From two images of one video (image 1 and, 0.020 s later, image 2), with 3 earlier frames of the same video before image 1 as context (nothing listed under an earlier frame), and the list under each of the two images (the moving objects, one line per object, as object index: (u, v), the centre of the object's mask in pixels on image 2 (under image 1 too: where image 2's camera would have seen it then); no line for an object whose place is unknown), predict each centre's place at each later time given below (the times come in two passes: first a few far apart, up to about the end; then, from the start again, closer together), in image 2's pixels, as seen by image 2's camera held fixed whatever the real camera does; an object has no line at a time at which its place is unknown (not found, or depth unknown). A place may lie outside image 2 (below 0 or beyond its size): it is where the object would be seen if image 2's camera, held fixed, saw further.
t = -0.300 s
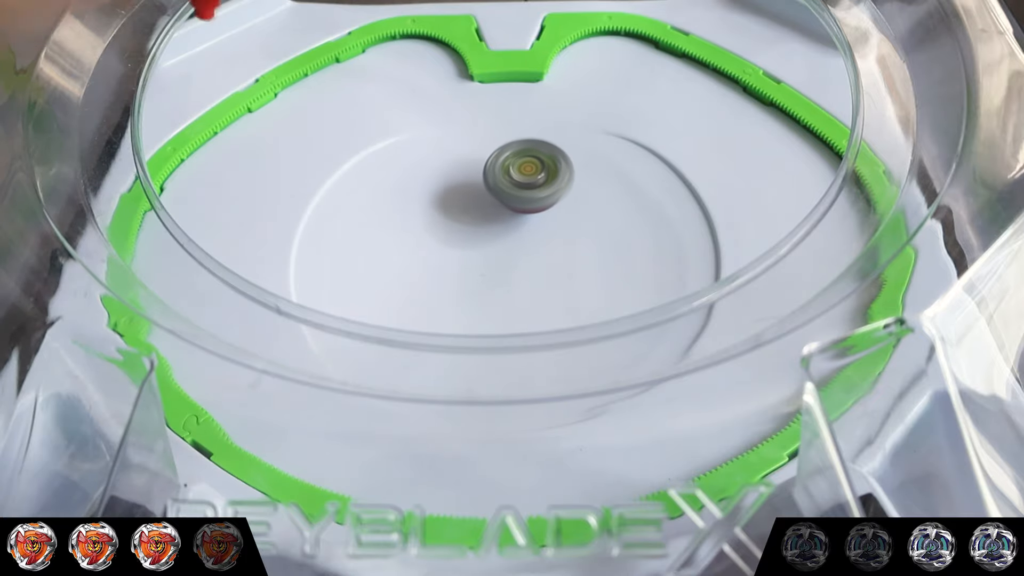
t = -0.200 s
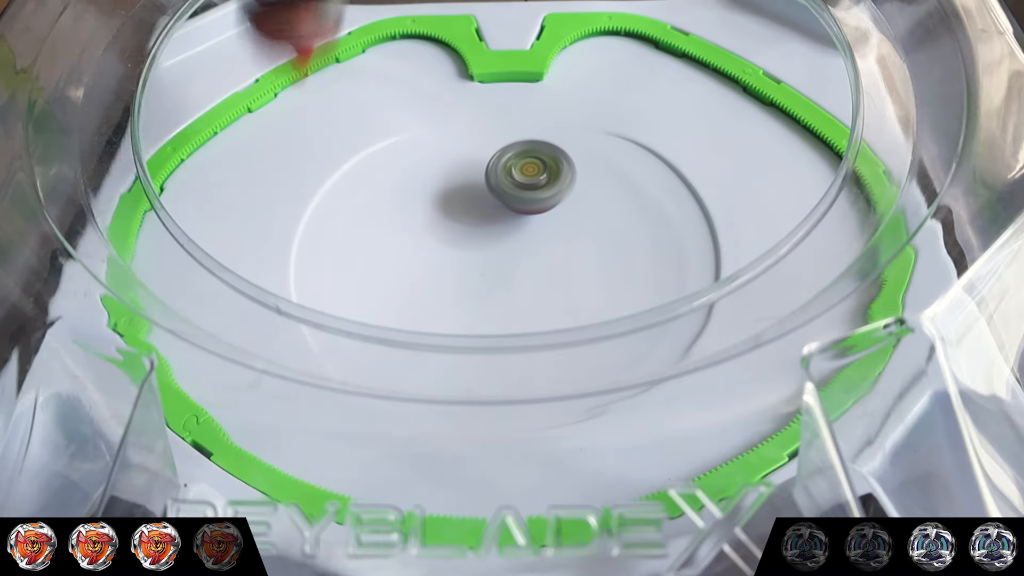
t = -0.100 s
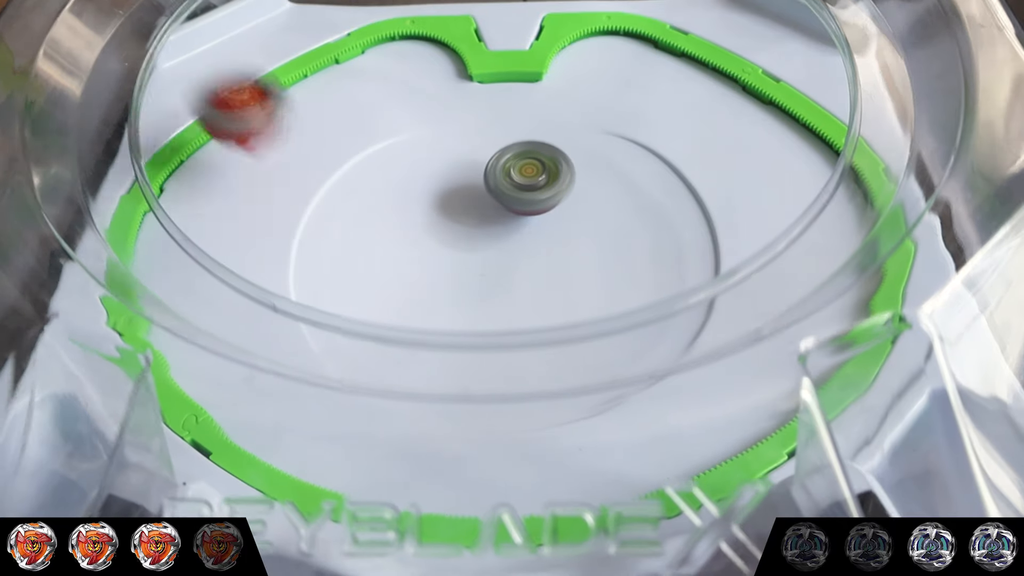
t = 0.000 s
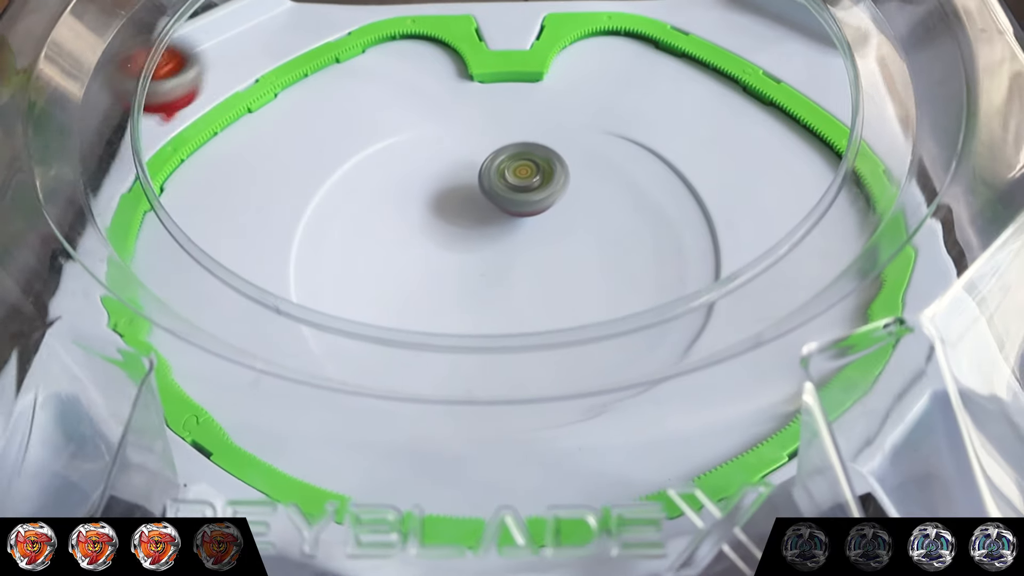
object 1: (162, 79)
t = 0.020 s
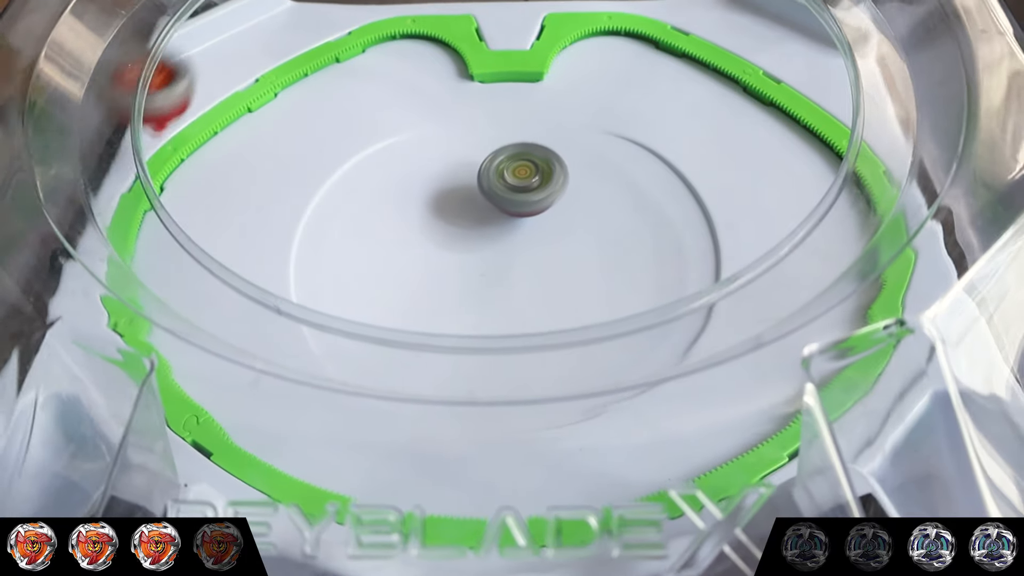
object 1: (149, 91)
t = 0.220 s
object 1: (166, 174)
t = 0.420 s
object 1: (227, 195)
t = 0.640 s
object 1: (350, 214)
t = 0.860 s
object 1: (37, 299)
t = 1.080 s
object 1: (333, 372)
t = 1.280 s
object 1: (629, 250)
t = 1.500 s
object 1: (623, 45)
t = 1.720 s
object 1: (474, 216)
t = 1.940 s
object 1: (391, 364)
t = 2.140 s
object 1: (358, 323)
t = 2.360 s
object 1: (501, 153)
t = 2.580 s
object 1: (300, 130)
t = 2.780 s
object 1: (268, 360)
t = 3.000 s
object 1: (428, 373)
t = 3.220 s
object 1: (631, 164)
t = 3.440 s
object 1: (586, 36)
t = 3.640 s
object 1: (639, 324)
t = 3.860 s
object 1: (850, 291)
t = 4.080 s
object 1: (626, 34)
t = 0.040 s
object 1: (144, 108)
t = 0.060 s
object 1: (142, 131)
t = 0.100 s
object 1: (127, 135)
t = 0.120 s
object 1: (129, 139)
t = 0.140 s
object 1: (142, 142)
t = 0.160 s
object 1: (143, 147)
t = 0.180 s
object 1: (149, 154)
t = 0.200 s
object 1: (161, 170)
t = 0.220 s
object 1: (166, 174)
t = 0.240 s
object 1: (172, 180)
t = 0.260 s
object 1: (177, 184)
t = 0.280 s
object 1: (189, 185)
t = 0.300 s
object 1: (193, 187)
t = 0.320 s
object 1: (198, 189)
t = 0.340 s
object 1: (201, 190)
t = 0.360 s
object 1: (205, 191)
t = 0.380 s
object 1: (211, 192)
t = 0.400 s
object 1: (220, 194)
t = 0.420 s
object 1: (227, 195)
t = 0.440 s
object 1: (234, 194)
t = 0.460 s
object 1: (243, 194)
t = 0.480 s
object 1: (253, 194)
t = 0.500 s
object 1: (263, 194)
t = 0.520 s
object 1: (274, 194)
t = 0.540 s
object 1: (283, 194)
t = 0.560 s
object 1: (294, 195)
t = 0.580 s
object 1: (306, 199)
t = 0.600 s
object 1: (319, 203)
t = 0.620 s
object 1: (334, 208)
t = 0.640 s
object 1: (350, 214)
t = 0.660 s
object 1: (366, 221)
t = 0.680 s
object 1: (384, 228)
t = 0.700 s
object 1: (407, 237)
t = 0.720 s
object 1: (431, 243)
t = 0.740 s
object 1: (390, 255)
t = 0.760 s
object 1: (320, 265)
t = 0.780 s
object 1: (265, 263)
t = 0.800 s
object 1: (199, 273)
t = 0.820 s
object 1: (130, 288)
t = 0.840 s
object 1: (72, 298)
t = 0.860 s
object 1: (37, 299)
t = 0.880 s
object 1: (40, 299)
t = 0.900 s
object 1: (53, 296)
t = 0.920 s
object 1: (84, 309)
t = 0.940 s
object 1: (112, 325)
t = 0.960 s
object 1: (149, 333)
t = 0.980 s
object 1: (178, 342)
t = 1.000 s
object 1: (205, 356)
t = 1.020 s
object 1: (237, 371)
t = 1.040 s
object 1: (270, 372)
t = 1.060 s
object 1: (303, 372)
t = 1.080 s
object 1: (333, 372)
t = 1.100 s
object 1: (368, 371)
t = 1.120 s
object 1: (396, 365)
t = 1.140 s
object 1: (433, 358)
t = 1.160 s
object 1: (466, 349)
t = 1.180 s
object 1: (498, 342)
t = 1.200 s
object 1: (529, 325)
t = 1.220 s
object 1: (559, 305)
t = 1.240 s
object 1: (585, 289)
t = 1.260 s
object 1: (611, 271)
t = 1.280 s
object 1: (629, 250)
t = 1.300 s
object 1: (644, 227)
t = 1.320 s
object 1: (655, 206)
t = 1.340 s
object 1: (663, 185)
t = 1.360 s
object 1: (668, 161)
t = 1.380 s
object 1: (668, 139)
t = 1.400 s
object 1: (666, 119)
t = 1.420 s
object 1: (661, 99)
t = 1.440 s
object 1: (652, 85)
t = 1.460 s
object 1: (643, 74)
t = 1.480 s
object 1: (633, 58)
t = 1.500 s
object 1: (623, 45)
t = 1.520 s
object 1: (612, 30)
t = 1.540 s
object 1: (598, 21)
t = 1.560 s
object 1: (587, 22)
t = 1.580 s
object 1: (574, 33)
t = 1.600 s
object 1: (562, 56)
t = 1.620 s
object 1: (549, 83)
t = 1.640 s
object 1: (534, 115)
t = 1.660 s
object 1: (521, 139)
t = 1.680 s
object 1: (506, 164)
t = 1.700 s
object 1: (491, 191)
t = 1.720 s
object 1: (474, 216)
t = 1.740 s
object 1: (456, 241)
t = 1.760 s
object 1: (439, 264)
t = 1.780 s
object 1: (422, 285)
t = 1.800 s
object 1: (411, 298)
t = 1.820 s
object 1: (395, 322)
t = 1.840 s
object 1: (386, 338)
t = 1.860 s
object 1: (380, 350)
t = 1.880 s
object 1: (371, 371)
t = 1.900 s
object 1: (377, 361)
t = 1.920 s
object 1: (383, 359)
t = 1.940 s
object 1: (391, 364)
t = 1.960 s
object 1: (387, 367)
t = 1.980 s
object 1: (352, 395)
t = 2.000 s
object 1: (311, 431)
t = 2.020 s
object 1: (278, 448)
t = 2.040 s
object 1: (285, 424)
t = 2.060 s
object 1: (298, 402)
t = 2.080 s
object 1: (309, 386)
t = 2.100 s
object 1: (320, 377)
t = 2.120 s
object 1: (328, 368)
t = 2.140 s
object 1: (358, 323)
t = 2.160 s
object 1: (372, 304)
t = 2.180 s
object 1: (387, 292)
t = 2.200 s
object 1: (404, 285)
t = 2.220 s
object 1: (420, 275)
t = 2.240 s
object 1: (440, 257)
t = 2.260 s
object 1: (460, 241)
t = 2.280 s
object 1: (476, 225)
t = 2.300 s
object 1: (492, 209)
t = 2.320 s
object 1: (509, 188)
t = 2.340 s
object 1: (520, 175)
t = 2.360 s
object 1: (501, 153)
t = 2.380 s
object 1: (474, 129)
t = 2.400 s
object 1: (448, 108)
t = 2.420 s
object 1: (423, 90)
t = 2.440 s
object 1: (400, 73)
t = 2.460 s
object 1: (377, 60)
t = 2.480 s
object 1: (357, 46)
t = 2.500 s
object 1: (339, 35)
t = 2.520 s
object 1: (325, 42)
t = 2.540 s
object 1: (316, 66)
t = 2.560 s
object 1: (308, 95)
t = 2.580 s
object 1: (300, 130)
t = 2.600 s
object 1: (293, 151)
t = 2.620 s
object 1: (285, 176)
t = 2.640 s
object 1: (277, 207)
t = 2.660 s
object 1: (272, 230)
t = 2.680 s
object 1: (271, 251)
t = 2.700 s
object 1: (273, 271)
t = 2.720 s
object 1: (262, 303)
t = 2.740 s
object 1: (265, 318)
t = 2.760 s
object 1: (265, 344)
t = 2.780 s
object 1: (268, 360)
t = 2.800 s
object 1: (274, 373)
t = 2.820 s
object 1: (282, 384)
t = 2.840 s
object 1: (293, 392)
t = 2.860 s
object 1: (305, 399)
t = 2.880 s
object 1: (318, 402)
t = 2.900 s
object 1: (334, 403)
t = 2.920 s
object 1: (351, 400)
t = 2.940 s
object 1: (372, 398)
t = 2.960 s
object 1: (390, 390)
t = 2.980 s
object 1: (408, 385)
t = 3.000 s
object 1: (428, 373)
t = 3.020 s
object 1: (454, 359)
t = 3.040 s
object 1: (479, 348)
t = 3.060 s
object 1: (502, 337)
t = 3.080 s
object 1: (527, 313)
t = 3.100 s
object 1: (548, 300)
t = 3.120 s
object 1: (569, 280)
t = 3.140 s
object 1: (587, 258)
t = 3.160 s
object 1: (603, 234)
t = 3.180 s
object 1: (614, 212)
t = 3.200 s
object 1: (626, 188)
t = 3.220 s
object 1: (631, 164)
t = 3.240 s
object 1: (635, 141)
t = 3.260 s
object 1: (636, 119)
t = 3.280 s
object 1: (634, 99)
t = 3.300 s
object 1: (629, 80)
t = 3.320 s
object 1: (622, 68)
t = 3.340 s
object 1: (616, 58)
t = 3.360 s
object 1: (610, 42)
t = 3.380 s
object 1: (605, 30)
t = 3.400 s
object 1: (598, 21)
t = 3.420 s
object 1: (592, 23)
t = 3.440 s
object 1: (586, 36)
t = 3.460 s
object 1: (581, 65)
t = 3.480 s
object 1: (575, 102)
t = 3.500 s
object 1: (569, 134)
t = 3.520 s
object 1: (562, 164)
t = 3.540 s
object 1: (553, 195)
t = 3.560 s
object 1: (545, 224)
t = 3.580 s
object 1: (544, 253)
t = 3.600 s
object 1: (572, 277)
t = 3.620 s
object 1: (604, 297)
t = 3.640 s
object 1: (639, 324)
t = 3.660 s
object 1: (668, 336)
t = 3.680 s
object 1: (697, 355)
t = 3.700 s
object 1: (720, 361)
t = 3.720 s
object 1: (750, 378)
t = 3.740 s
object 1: (766, 399)
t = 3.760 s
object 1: (774, 400)
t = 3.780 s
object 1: (807, 381)
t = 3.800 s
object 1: (824, 360)
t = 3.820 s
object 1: (847, 352)
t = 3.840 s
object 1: (856, 334)
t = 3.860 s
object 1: (850, 291)
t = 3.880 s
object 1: (850, 255)
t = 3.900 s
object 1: (847, 216)
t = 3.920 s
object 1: (846, 186)
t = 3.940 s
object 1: (847, 160)
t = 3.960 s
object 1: (837, 128)
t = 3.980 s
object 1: (801, 105)
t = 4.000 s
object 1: (764, 86)
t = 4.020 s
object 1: (725, 75)
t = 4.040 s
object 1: (691, 62)
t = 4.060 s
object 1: (658, 45)
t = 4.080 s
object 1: (626, 34)
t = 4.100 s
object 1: (593, 24)
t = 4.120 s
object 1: (575, 27)
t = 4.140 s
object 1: (569, 47)
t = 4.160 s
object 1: (561, 82)
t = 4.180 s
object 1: (556, 122)
